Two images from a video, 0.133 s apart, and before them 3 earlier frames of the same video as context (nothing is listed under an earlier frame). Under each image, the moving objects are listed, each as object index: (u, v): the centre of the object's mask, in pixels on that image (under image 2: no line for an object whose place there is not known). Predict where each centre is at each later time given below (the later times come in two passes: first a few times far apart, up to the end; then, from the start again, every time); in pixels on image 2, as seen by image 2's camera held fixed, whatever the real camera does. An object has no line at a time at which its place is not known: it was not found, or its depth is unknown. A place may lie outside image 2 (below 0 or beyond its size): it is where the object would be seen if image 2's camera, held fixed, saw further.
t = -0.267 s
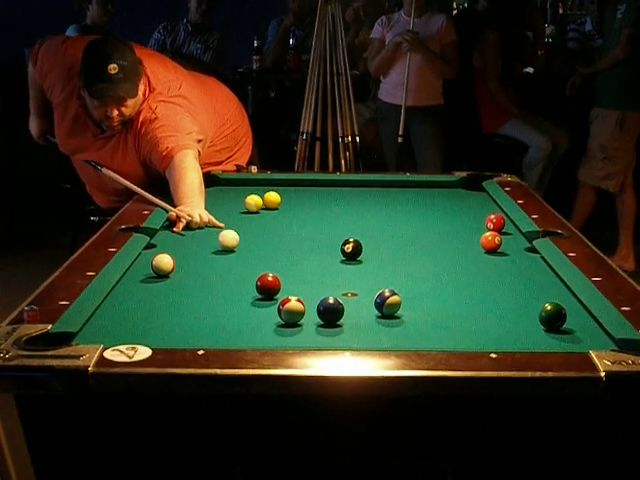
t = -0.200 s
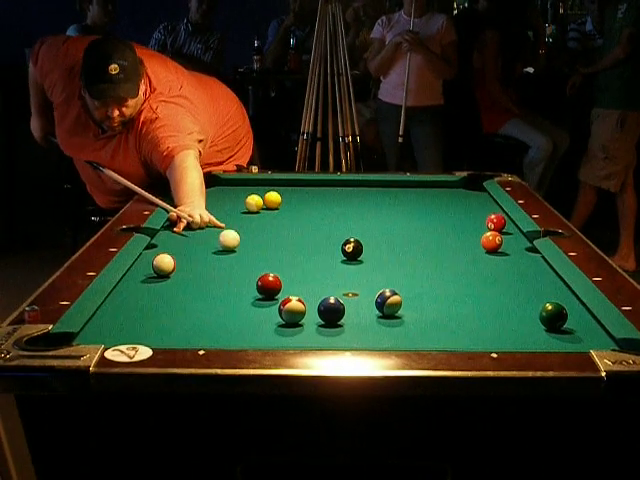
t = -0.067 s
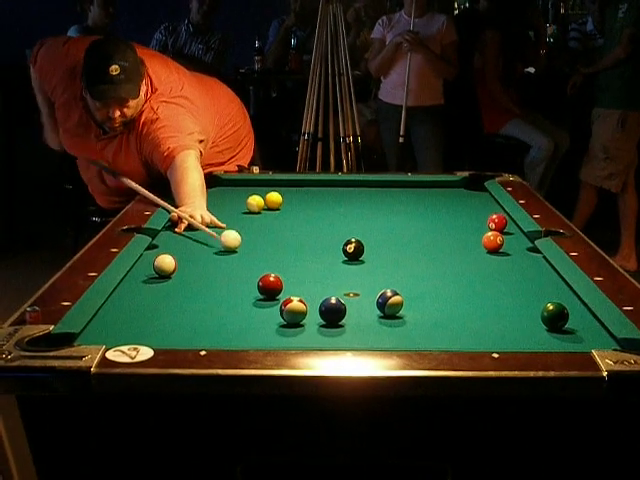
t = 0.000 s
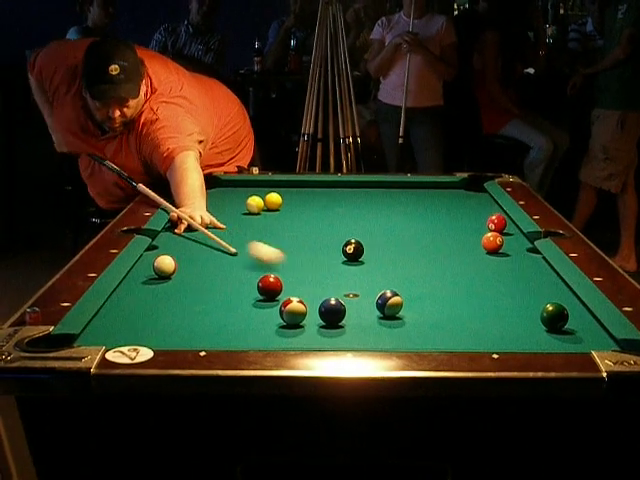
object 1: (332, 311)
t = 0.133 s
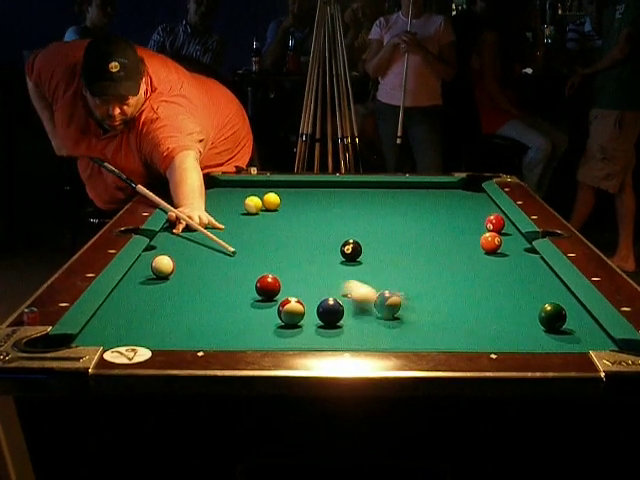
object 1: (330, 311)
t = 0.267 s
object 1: (318, 317)
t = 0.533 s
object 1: (271, 336)
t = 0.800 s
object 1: (241, 335)
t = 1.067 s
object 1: (224, 325)
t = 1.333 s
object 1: (210, 314)
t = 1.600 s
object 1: (198, 304)
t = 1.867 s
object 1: (188, 295)
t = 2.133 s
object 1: (179, 288)
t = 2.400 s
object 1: (171, 283)
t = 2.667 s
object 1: (165, 277)
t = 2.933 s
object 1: (159, 272)
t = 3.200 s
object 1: (156, 272)
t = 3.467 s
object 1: (155, 271)
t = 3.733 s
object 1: (154, 271)
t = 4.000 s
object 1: (154, 271)
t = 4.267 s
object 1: (154, 271)
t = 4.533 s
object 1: (154, 272)
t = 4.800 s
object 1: (154, 271)
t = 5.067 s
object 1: (154, 272)
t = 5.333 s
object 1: (154, 271)
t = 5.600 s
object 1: (154, 271)
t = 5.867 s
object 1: (154, 272)
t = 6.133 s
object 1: (154, 271)
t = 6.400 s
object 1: (154, 271)
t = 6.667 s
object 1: (154, 271)
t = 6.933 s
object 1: (154, 271)
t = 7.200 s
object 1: (154, 271)
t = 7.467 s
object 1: (154, 271)
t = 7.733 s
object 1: (154, 271)
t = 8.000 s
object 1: (154, 271)
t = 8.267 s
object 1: (154, 271)
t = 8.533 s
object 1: (154, 271)
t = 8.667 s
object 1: (154, 271)
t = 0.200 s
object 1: (329, 311)
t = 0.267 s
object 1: (318, 317)
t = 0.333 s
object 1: (306, 323)
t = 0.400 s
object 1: (294, 328)
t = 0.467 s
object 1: (283, 332)
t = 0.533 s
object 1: (271, 336)
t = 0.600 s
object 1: (258, 339)
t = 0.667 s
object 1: (251, 339)
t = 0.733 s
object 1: (246, 337)
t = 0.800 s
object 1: (241, 335)
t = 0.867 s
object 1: (237, 333)
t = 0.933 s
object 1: (233, 331)
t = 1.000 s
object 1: (229, 328)
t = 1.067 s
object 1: (224, 325)
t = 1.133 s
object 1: (220, 322)
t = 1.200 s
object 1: (217, 319)
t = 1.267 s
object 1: (213, 316)
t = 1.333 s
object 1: (210, 314)
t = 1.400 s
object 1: (207, 311)
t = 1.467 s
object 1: (204, 309)
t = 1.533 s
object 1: (201, 306)
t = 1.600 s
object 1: (198, 304)
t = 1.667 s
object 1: (195, 302)
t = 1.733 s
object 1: (193, 300)
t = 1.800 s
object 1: (190, 298)
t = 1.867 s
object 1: (188, 295)
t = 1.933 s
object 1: (186, 293)
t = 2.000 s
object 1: (183, 292)
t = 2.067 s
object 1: (181, 290)
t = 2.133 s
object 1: (179, 288)
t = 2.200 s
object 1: (177, 286)
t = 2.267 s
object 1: (175, 285)
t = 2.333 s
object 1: (173, 284)
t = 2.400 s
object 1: (171, 283)
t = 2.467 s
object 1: (169, 281)
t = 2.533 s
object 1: (168, 279)
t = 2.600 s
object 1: (166, 278)
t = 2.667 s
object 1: (165, 277)
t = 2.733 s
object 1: (163, 275)
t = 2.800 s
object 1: (162, 274)
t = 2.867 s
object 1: (161, 273)
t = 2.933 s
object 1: (159, 272)
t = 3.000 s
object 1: (158, 272)
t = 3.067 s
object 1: (157, 272)
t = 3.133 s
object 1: (156, 272)
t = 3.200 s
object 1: (156, 272)
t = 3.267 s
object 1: (156, 272)
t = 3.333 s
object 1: (155, 272)
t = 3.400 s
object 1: (155, 271)
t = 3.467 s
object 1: (155, 271)
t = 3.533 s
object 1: (155, 271)
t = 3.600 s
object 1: (155, 271)
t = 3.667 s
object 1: (154, 271)
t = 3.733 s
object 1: (154, 271)
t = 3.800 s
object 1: (154, 271)
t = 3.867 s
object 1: (154, 271)
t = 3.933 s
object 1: (154, 271)
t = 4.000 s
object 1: (154, 271)
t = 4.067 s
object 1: (154, 271)
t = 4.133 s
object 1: (154, 271)
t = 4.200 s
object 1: (154, 271)
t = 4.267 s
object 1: (154, 271)
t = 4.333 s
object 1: (154, 271)
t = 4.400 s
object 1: (154, 271)
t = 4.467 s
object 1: (154, 271)
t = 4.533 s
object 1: (154, 272)
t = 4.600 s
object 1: (154, 271)
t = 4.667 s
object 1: (154, 271)
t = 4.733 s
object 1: (154, 271)
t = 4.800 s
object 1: (154, 271)
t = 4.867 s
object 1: (154, 271)
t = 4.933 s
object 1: (154, 271)
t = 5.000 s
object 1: (154, 271)
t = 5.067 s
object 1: (154, 272)
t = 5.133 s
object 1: (154, 271)
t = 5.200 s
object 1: (154, 271)
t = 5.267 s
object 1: (154, 271)
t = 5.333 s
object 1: (154, 271)
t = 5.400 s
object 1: (154, 271)
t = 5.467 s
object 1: (154, 271)
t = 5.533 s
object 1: (154, 271)
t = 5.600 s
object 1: (154, 271)
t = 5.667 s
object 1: (154, 271)
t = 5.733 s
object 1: (154, 271)
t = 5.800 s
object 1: (154, 272)
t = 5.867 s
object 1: (154, 272)
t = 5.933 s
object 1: (154, 271)
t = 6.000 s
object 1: (154, 271)
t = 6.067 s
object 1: (154, 271)
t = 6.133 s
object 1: (154, 271)
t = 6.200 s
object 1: (154, 271)
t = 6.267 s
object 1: (154, 271)
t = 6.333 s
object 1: (154, 271)
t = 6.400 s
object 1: (154, 271)
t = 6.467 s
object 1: (154, 271)
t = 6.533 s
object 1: (154, 271)
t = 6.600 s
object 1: (154, 271)
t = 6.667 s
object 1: (154, 271)
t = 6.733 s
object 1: (154, 271)
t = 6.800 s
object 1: (154, 271)
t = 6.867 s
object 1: (154, 271)
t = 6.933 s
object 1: (154, 271)
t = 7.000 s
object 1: (154, 271)
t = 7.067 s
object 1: (154, 271)
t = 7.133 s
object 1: (154, 271)
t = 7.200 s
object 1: (154, 271)
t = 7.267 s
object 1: (154, 271)
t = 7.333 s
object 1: (154, 271)
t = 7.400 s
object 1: (154, 271)
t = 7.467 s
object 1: (154, 271)
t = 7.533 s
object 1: (154, 271)
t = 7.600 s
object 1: (154, 272)
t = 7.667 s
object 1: (154, 271)
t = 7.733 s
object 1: (154, 271)
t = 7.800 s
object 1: (154, 271)
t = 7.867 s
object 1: (154, 271)
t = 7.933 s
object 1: (154, 271)
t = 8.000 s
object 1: (154, 271)
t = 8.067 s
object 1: (154, 271)
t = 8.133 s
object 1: (154, 271)
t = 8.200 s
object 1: (154, 271)
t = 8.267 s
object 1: (154, 271)
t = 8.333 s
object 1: (154, 271)
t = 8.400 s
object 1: (154, 271)
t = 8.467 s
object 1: (154, 271)
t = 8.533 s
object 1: (154, 271)
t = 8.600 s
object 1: (154, 271)
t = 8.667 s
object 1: (154, 271)
